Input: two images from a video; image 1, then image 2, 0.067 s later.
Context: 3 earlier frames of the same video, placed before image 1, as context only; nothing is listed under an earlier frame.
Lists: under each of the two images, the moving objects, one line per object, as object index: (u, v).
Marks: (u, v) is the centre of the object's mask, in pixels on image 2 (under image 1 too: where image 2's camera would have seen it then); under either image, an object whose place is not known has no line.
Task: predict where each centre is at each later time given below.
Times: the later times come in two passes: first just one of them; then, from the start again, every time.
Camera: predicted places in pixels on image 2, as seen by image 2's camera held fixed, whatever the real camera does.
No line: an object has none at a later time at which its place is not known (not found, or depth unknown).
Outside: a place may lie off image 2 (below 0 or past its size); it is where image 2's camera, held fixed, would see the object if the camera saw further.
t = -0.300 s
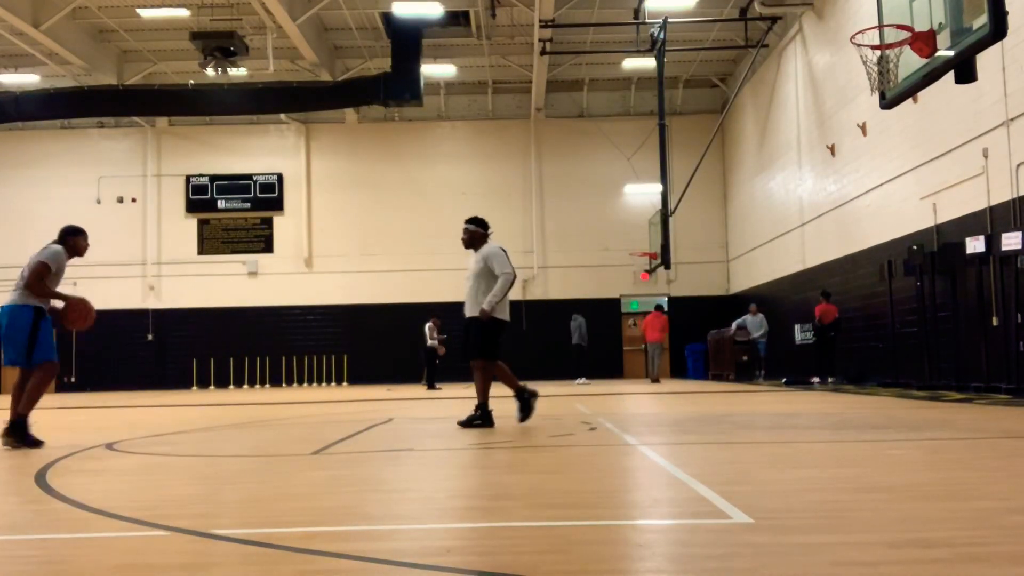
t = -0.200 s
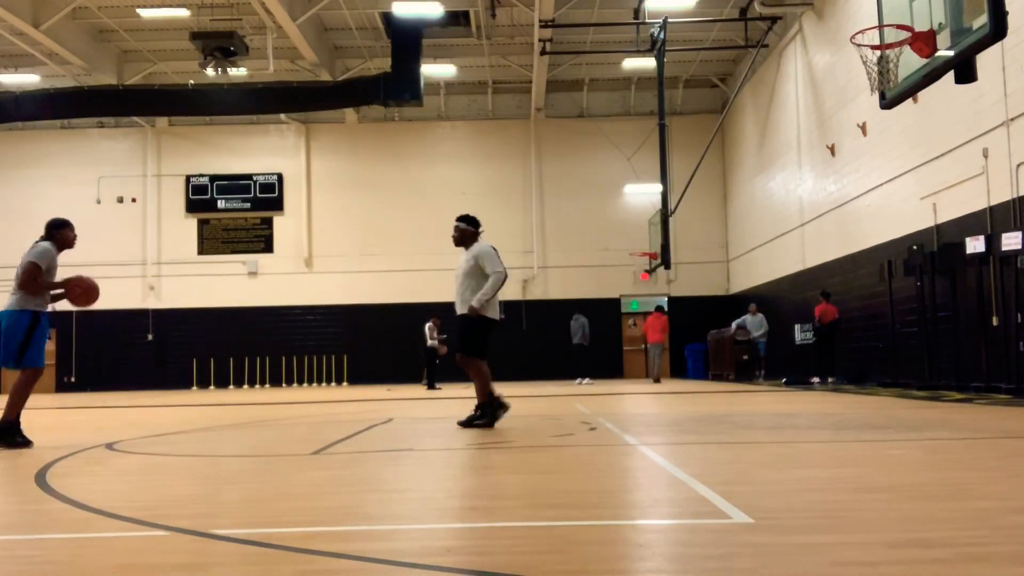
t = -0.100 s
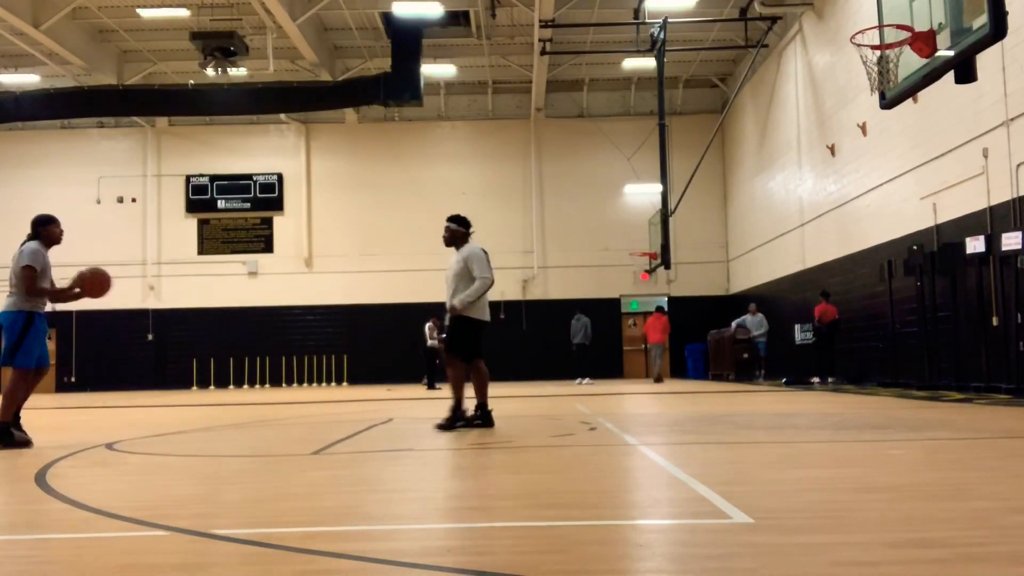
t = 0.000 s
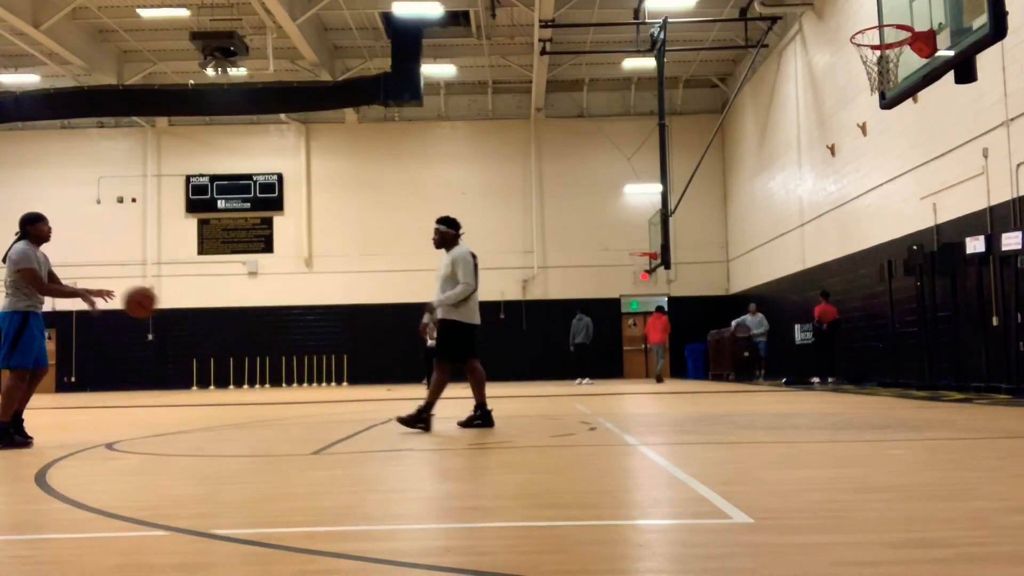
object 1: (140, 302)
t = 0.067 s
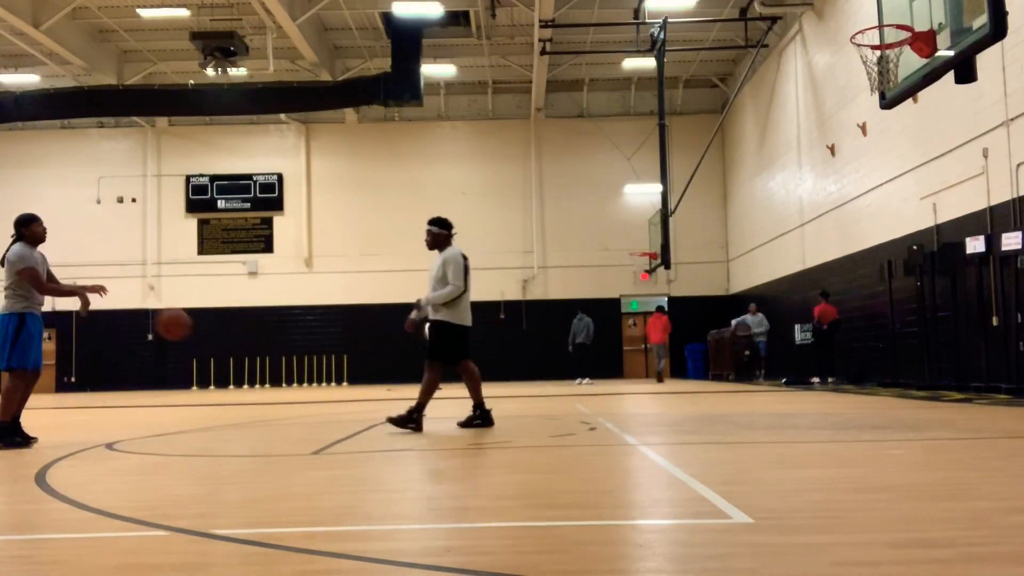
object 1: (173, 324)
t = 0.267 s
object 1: (270, 421)
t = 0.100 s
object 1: (189, 336)
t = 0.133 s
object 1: (206, 350)
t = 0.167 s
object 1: (221, 366)
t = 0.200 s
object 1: (237, 382)
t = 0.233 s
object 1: (254, 402)
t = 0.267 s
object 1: (270, 421)
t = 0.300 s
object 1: (277, 407)
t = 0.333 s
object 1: (283, 390)
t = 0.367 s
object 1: (289, 375)
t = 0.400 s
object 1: (296, 363)
